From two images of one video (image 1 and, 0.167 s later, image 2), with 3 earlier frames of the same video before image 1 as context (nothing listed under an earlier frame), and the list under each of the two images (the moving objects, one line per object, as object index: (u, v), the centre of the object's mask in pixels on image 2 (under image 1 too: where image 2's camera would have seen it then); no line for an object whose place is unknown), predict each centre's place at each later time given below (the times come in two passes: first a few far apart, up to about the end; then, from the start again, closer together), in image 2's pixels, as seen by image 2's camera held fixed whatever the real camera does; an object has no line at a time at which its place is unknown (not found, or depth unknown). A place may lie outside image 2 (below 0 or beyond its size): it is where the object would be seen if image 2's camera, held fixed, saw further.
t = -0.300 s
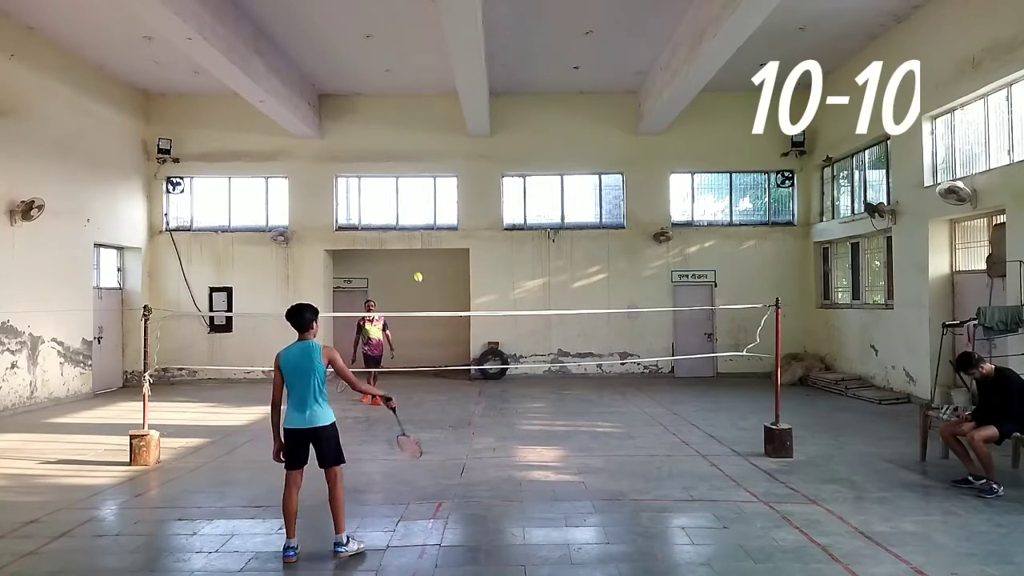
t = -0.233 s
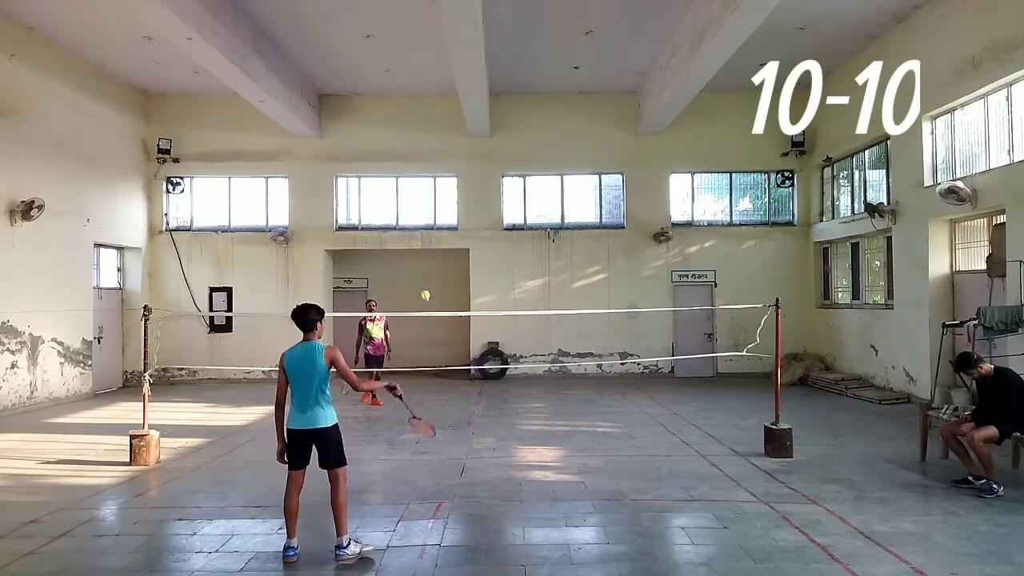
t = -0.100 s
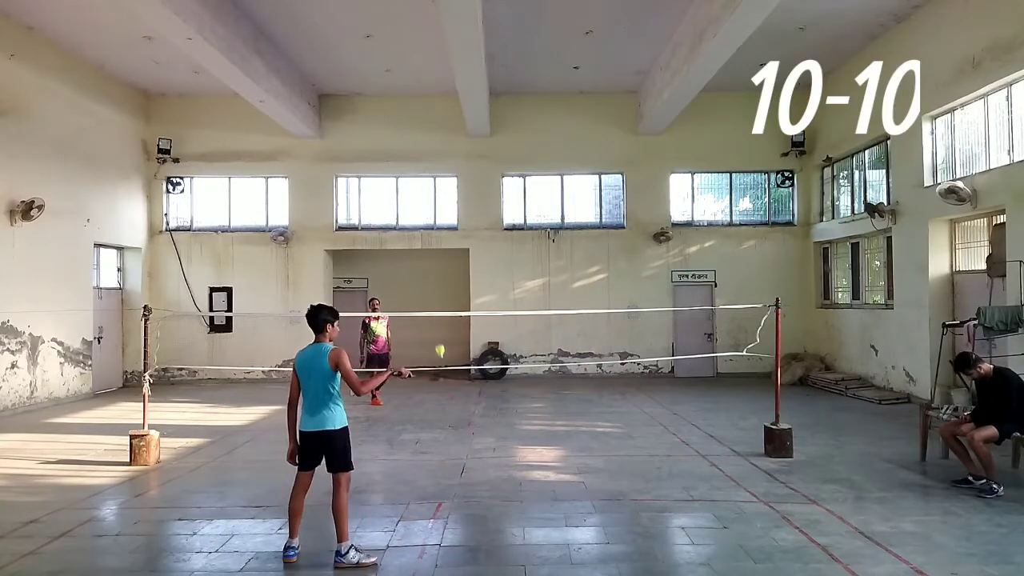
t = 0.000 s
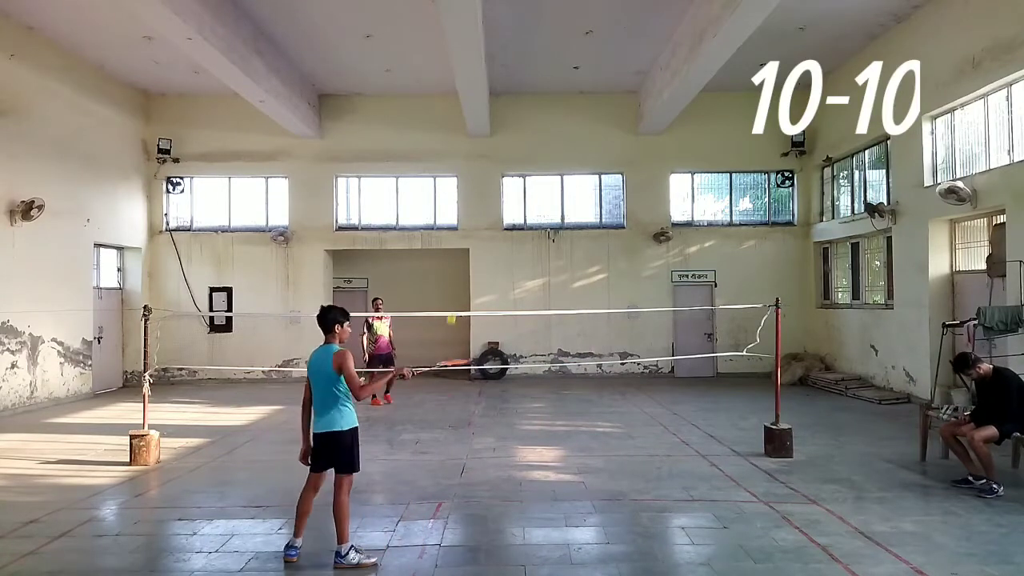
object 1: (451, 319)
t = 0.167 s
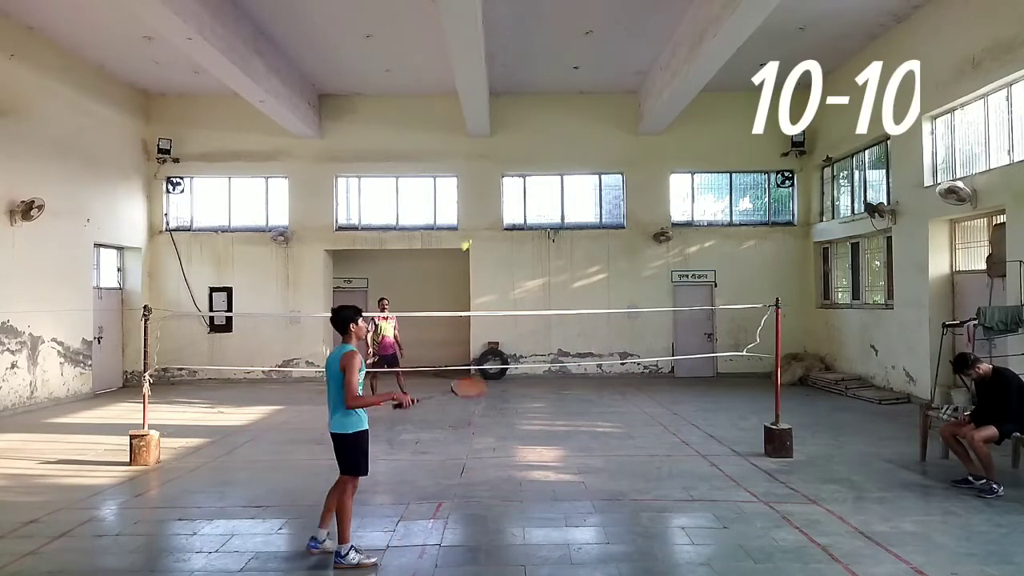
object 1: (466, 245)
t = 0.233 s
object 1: (475, 229)
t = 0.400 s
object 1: (486, 207)
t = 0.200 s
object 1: (470, 237)
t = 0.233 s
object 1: (475, 229)
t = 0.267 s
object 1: (479, 222)
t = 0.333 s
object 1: (484, 211)
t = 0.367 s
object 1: (486, 208)
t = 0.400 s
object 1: (486, 207)
